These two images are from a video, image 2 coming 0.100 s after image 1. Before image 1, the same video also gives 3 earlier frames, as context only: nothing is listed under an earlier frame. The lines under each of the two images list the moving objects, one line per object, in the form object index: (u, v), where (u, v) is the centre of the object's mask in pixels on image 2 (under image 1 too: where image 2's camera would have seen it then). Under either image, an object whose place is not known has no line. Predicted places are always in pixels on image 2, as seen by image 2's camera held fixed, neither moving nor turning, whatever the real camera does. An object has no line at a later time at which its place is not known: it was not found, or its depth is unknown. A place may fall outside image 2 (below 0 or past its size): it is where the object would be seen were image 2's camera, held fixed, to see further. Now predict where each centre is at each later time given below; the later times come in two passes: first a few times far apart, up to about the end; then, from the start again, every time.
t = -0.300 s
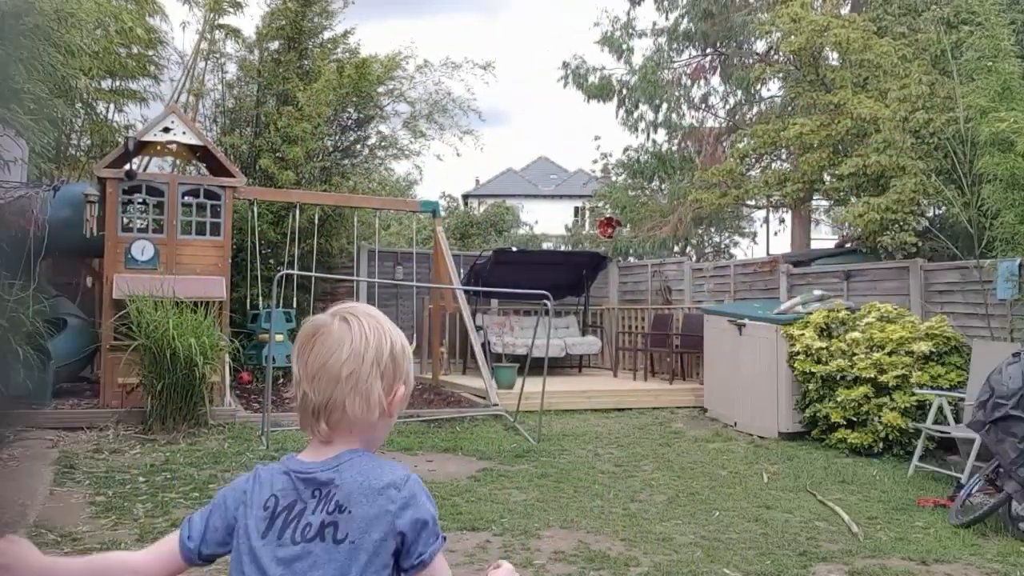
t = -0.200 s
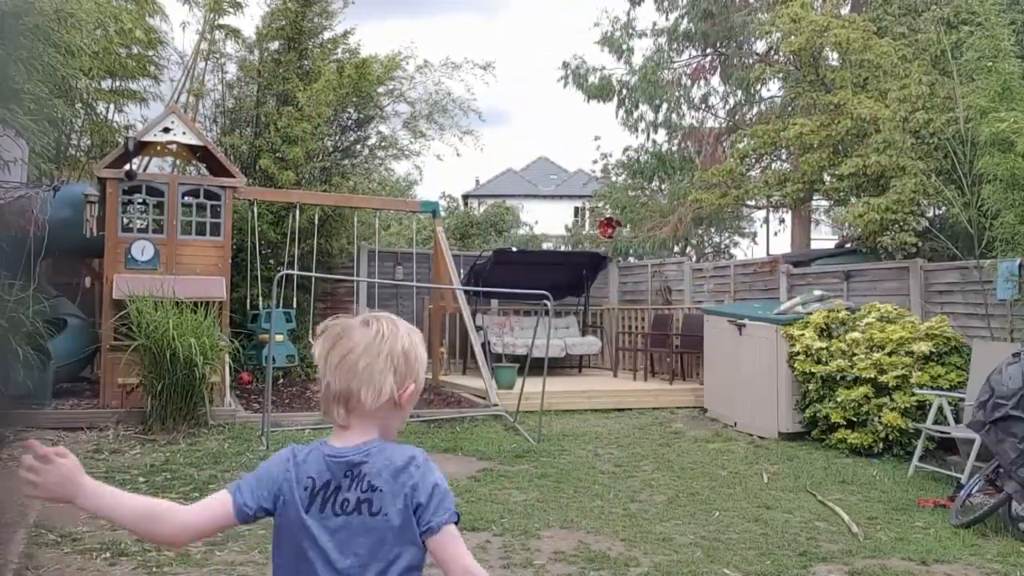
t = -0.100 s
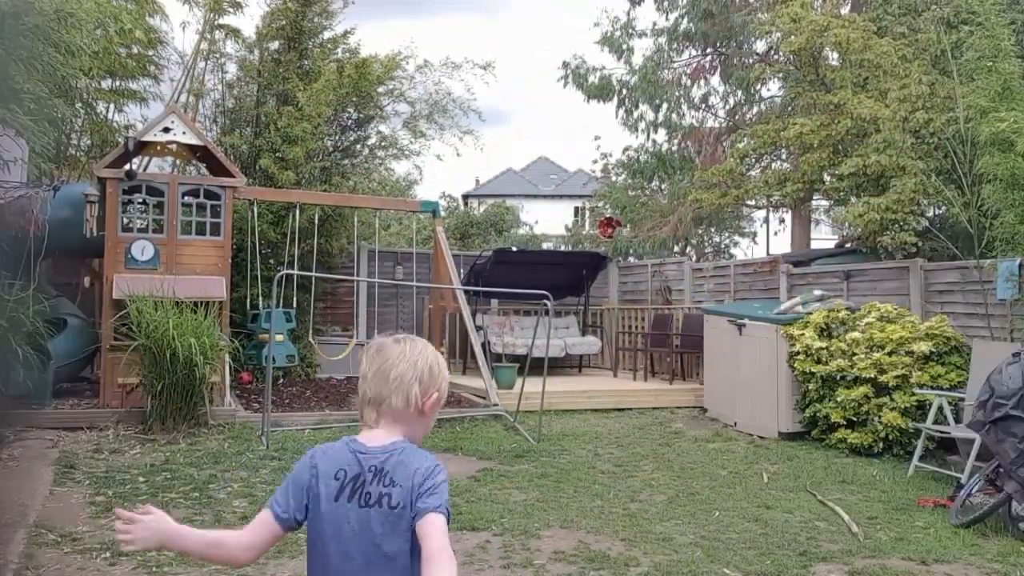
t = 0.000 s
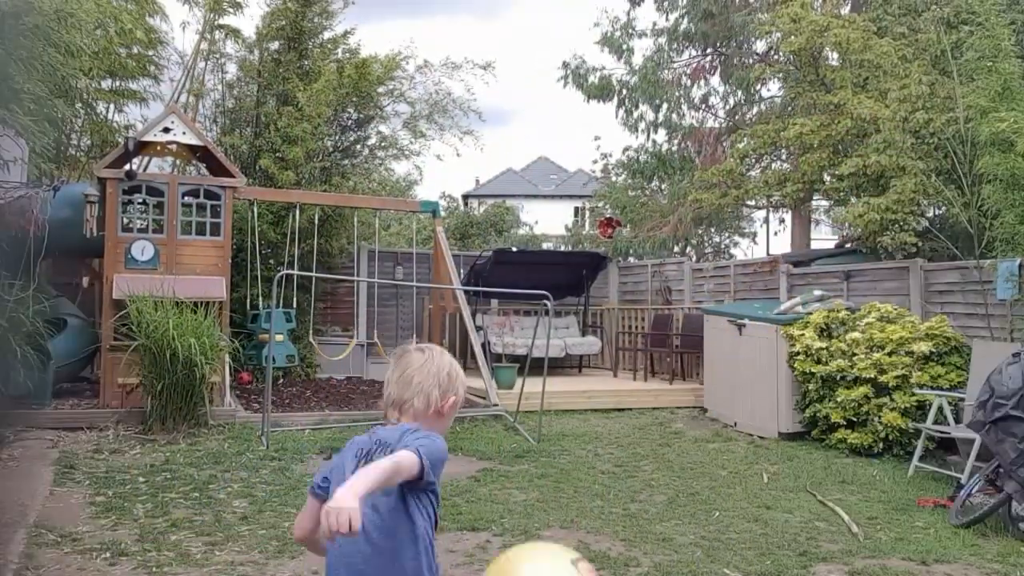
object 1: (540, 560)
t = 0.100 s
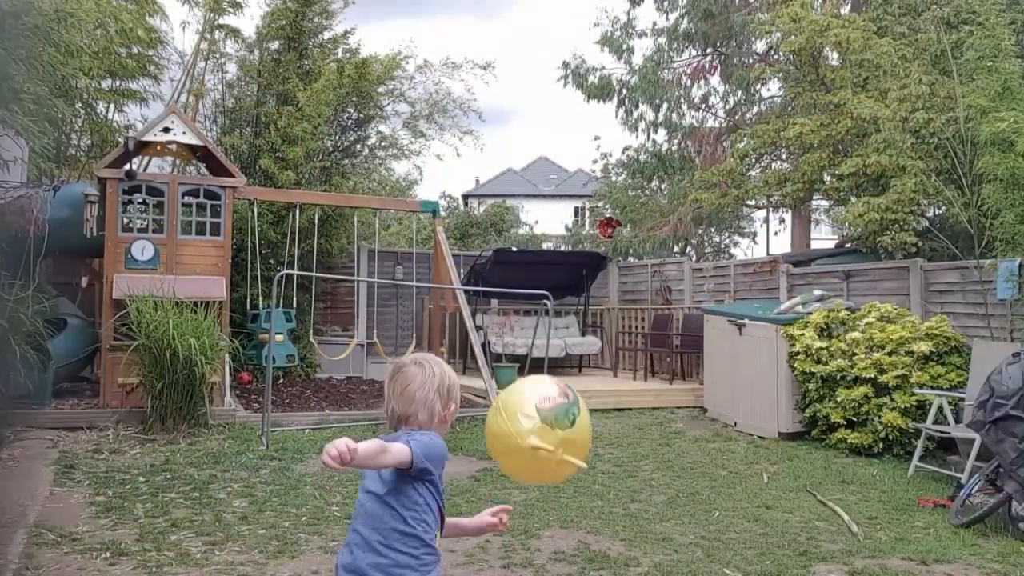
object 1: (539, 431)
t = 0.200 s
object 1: (543, 350)
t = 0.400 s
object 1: (549, 307)
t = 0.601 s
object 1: (555, 329)
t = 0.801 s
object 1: (569, 381)
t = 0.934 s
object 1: (575, 420)
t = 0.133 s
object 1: (540, 395)
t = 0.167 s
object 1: (542, 370)
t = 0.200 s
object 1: (543, 350)
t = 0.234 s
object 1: (544, 335)
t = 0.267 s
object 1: (546, 325)
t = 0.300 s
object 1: (546, 316)
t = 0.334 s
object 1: (547, 311)
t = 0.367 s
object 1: (548, 308)
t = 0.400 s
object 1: (549, 307)
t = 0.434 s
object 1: (549, 308)
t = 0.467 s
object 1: (550, 310)
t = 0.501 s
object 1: (551, 313)
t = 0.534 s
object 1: (552, 317)
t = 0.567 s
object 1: (554, 322)
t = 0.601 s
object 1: (555, 329)
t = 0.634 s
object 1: (558, 337)
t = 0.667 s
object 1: (561, 345)
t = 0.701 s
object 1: (564, 353)
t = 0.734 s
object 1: (566, 361)
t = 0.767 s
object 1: (568, 372)
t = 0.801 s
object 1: (569, 381)
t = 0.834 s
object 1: (570, 391)
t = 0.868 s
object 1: (572, 403)
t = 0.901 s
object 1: (573, 415)
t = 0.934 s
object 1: (575, 420)
